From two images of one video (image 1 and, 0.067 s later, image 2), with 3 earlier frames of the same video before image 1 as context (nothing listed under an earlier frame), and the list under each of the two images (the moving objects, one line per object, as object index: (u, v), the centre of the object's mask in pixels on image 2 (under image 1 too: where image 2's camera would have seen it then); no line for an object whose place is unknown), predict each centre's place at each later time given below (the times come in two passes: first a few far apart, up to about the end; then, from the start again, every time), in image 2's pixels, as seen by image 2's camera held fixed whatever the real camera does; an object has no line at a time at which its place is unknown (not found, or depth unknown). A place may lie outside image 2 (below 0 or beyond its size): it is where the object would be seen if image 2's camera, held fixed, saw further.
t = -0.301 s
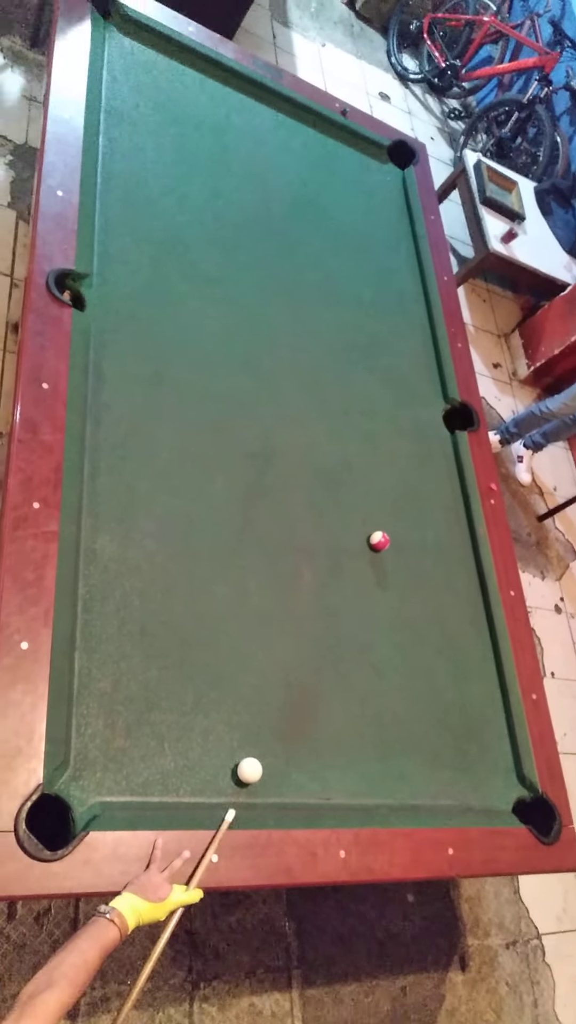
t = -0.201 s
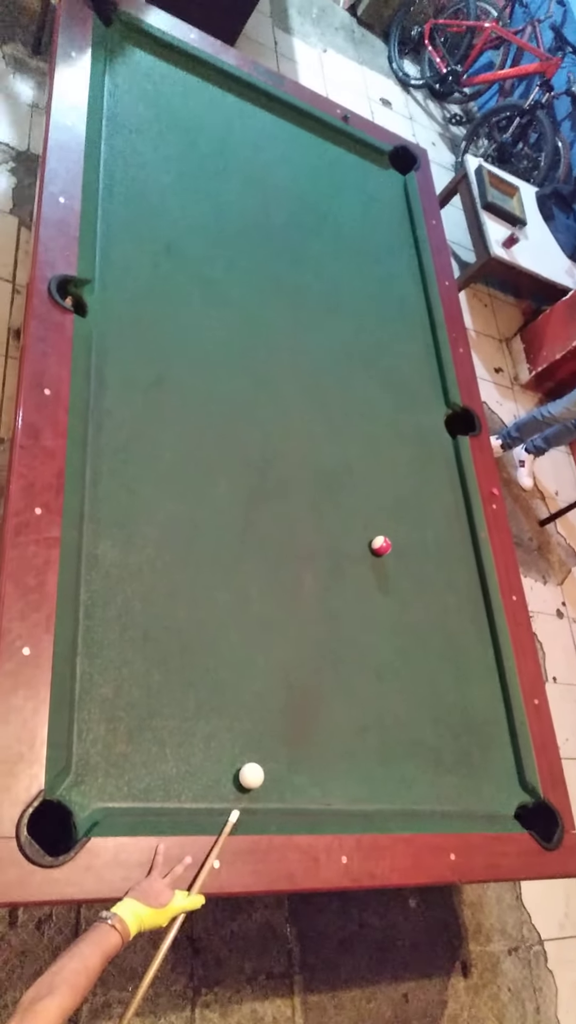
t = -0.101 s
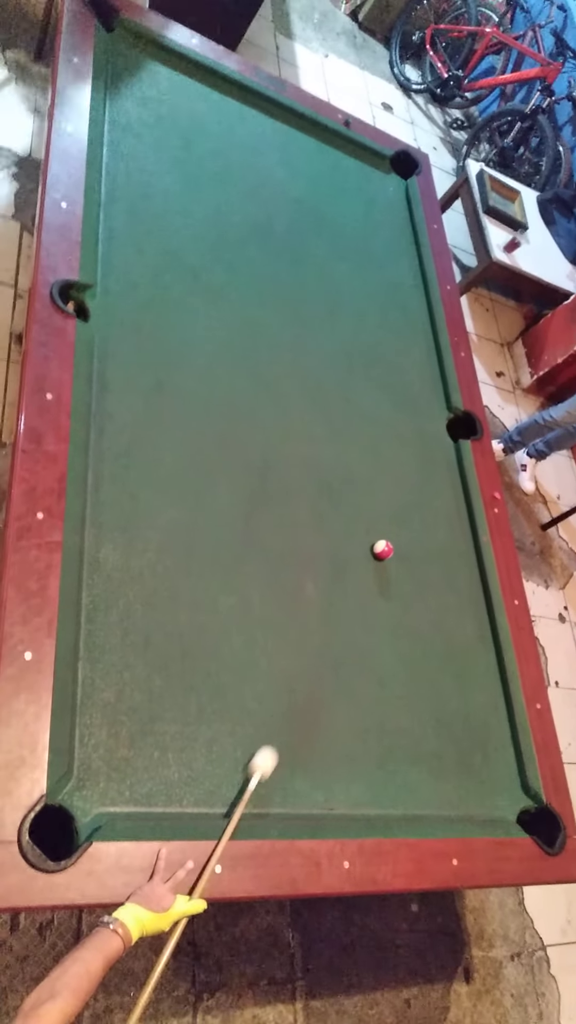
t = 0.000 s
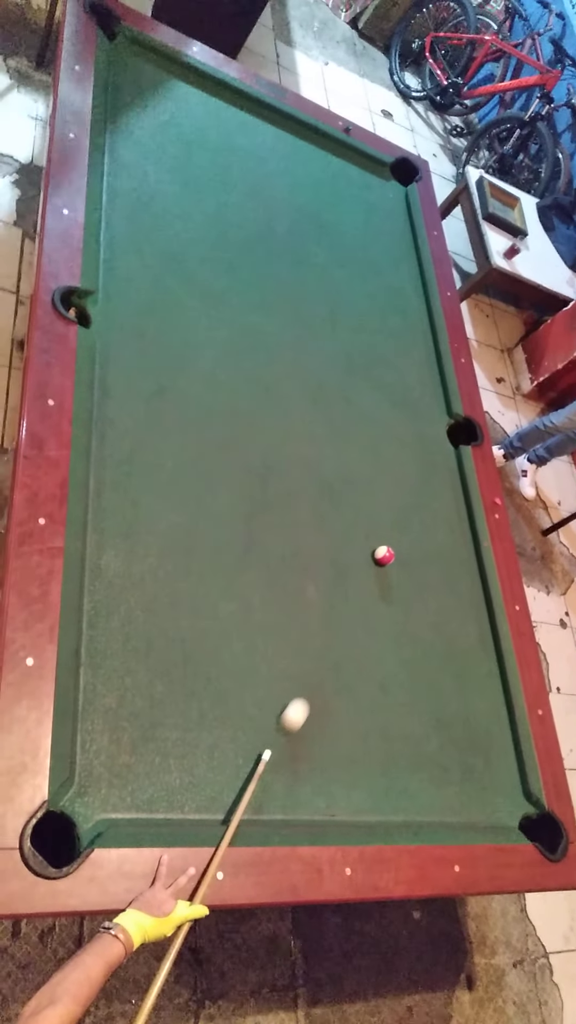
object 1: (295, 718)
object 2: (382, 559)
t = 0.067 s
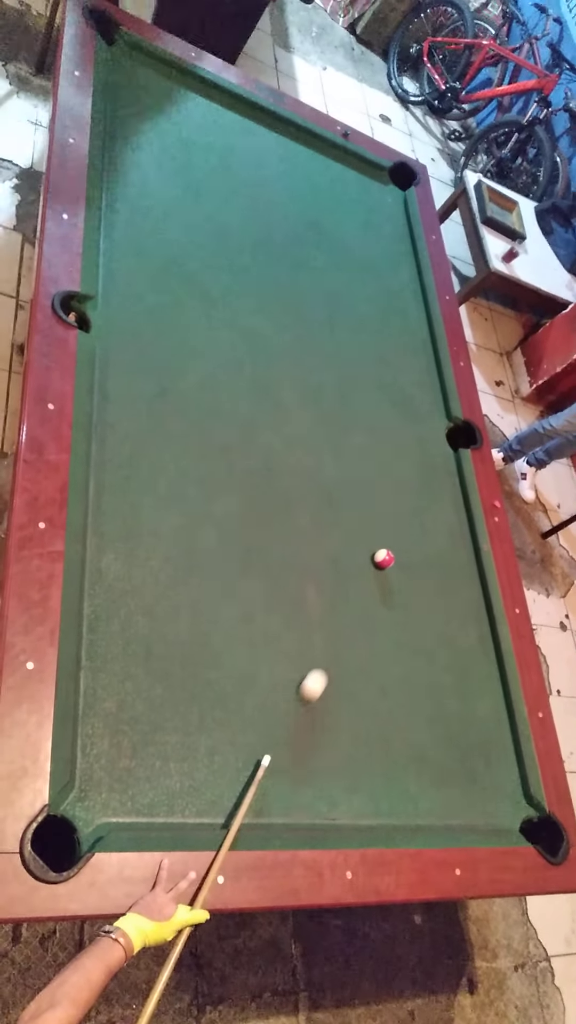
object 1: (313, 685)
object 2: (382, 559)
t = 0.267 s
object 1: (361, 600)
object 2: (383, 559)
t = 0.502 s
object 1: (379, 562)
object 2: (406, 522)
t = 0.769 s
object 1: (388, 540)
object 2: (434, 476)
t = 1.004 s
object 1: (395, 524)
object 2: (446, 441)
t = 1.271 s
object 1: (402, 507)
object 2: (428, 409)
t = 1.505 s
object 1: (408, 494)
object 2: (413, 382)
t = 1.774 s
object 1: (413, 481)
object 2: (397, 352)
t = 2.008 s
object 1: (416, 471)
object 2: (385, 329)
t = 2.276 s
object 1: (419, 459)
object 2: (371, 302)
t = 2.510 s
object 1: (422, 451)
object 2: (360, 282)
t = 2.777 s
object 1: (423, 442)
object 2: (346, 259)
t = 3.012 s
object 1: (424, 436)
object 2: (336, 241)
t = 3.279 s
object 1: (425, 430)
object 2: (325, 222)
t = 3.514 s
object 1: (426, 427)
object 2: (317, 208)
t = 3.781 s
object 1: (427, 423)
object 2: (308, 192)
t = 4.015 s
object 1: (427, 422)
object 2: (299, 178)
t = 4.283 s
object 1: (428, 421)
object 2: (292, 166)
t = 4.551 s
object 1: (427, 421)
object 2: (285, 154)
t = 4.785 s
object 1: (428, 420)
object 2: (280, 144)
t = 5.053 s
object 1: (427, 419)
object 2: (275, 135)
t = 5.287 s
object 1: (427, 420)
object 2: (272, 127)
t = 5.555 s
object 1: (428, 420)
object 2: (267, 120)
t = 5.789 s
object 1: (428, 420)
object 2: (265, 115)
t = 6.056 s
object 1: (428, 421)
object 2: (263, 116)
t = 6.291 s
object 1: (427, 420)
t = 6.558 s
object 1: (428, 420)
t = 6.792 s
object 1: (428, 420)
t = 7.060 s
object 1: (428, 421)
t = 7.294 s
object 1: (428, 421)
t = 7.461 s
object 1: (428, 421)
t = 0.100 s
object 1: (322, 669)
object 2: (382, 559)
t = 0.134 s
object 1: (330, 655)
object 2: (382, 559)
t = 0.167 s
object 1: (338, 640)
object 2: (383, 559)
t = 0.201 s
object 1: (346, 626)
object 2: (383, 559)
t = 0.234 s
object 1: (354, 613)
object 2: (383, 559)
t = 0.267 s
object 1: (361, 600)
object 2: (383, 559)
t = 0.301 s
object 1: (368, 588)
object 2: (383, 559)
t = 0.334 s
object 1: (374, 576)
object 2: (384, 558)
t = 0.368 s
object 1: (376, 571)
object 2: (388, 552)
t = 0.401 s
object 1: (376, 570)
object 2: (393, 543)
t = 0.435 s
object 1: (377, 567)
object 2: (398, 535)
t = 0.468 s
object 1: (378, 564)
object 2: (402, 528)
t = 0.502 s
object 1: (379, 562)
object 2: (406, 522)
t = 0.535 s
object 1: (380, 558)
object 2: (410, 516)
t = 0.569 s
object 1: (381, 555)
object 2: (413, 510)
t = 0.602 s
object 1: (382, 553)
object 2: (417, 504)
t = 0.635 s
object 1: (384, 550)
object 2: (421, 498)
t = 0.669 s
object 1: (385, 547)
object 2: (425, 492)
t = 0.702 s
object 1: (386, 545)
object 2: (428, 487)
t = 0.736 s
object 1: (387, 543)
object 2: (431, 482)
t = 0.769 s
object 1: (388, 540)
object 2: (434, 476)
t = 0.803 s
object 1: (389, 538)
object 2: (438, 471)
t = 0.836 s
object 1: (390, 535)
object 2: (441, 465)
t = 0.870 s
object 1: (391, 532)
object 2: (444, 460)
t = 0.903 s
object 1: (392, 530)
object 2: (447, 455)
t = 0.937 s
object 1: (393, 528)
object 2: (450, 451)
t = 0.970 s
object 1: (394, 526)
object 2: (449, 446)
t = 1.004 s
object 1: (395, 524)
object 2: (446, 441)
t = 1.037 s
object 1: (396, 522)
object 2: (444, 437)
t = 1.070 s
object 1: (397, 519)
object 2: (441, 434)
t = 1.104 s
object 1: (398, 517)
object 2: (439, 429)
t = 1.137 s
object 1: (399, 515)
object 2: (437, 425)
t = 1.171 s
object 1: (399, 513)
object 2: (435, 421)
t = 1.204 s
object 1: (400, 511)
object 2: (432, 416)
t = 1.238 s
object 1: (401, 509)
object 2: (430, 412)
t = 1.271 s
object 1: (402, 507)
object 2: (428, 409)
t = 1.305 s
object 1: (403, 505)
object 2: (425, 404)
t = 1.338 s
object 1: (404, 503)
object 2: (424, 400)
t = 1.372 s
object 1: (405, 501)
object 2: (422, 397)
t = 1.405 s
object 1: (405, 499)
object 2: (420, 393)
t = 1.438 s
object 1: (406, 498)
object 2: (417, 388)
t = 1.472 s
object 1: (407, 496)
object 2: (415, 385)
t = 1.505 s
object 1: (408, 494)
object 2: (413, 382)
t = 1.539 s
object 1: (408, 492)
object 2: (410, 377)
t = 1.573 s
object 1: (409, 491)
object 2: (409, 374)
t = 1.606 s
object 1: (409, 489)
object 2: (408, 371)
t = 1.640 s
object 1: (410, 487)
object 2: (406, 366)
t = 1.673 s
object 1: (411, 486)
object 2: (403, 362)
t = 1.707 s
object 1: (411, 485)
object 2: (401, 360)
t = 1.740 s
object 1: (412, 483)
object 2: (400, 356)
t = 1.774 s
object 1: (413, 481)
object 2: (397, 352)
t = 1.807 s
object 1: (413, 479)
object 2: (395, 349)
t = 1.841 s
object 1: (414, 478)
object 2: (394, 345)
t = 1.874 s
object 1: (414, 476)
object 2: (392, 342)
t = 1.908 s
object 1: (415, 475)
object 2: (390, 338)
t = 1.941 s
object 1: (415, 473)
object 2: (388, 334)
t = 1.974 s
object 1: (416, 471)
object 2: (387, 331)
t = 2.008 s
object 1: (416, 471)
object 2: (385, 329)
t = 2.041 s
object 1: (417, 469)
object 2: (383, 326)
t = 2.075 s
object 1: (417, 467)
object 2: (380, 321)
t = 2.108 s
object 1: (417, 466)
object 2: (379, 318)
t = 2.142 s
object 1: (418, 465)
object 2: (378, 316)
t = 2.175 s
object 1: (418, 463)
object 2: (376, 312)
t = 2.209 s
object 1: (418, 462)
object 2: (374, 308)
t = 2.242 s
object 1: (419, 461)
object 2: (372, 305)
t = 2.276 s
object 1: (419, 459)
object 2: (371, 302)
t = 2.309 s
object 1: (419, 458)
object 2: (369, 299)
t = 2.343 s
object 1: (420, 457)
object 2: (367, 297)
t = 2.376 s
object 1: (420, 456)
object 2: (365, 294)
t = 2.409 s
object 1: (421, 454)
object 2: (363, 290)
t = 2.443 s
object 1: (421, 453)
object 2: (362, 288)
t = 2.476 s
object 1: (421, 452)
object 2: (360, 285)
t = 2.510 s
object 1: (422, 451)
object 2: (360, 282)
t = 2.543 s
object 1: (422, 450)
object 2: (358, 279)
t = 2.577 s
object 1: (422, 449)
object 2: (356, 276)
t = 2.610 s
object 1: (422, 448)
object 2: (354, 273)
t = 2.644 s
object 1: (422, 446)
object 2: (353, 271)
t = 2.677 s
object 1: (422, 445)
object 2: (351, 268)
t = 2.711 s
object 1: (423, 445)
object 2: (349, 266)
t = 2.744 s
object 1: (423, 443)
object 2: (348, 262)
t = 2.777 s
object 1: (423, 442)
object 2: (346, 259)
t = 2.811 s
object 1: (423, 442)
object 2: (344, 256)
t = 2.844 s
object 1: (423, 441)
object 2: (343, 254)
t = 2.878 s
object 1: (424, 439)
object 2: (342, 252)
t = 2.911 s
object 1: (424, 438)
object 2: (341, 250)
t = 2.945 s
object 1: (424, 437)
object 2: (339, 247)
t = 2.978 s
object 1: (424, 437)
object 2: (338, 244)
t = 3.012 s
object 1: (424, 436)
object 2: (336, 241)
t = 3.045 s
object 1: (424, 435)
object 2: (334, 239)
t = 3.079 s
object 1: (424, 435)
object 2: (333, 237)
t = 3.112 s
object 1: (424, 434)
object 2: (332, 235)
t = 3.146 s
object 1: (424, 433)
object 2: (330, 233)
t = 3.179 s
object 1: (425, 432)
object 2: (329, 230)
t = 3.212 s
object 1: (425, 431)
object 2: (328, 227)
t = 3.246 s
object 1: (425, 431)
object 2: (326, 225)
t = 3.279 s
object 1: (425, 430)
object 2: (325, 222)
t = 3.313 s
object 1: (425, 430)
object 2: (323, 220)
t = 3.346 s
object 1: (425, 429)
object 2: (322, 218)
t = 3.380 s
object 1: (425, 428)
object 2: (322, 216)
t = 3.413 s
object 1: (425, 428)
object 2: (320, 214)
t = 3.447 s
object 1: (426, 427)
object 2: (319, 212)
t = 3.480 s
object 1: (426, 427)
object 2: (318, 211)
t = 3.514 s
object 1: (426, 427)
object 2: (317, 208)
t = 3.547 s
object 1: (426, 426)
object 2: (315, 206)
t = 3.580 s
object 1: (426, 425)
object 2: (314, 204)
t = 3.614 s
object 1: (426, 425)
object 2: (313, 202)
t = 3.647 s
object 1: (426, 424)
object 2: (312, 200)
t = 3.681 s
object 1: (426, 424)
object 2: (310, 198)
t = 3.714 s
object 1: (427, 424)
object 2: (310, 196)
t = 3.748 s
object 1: (427, 423)
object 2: (309, 195)
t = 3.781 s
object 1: (427, 423)
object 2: (308, 192)
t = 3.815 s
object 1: (427, 422)
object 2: (307, 190)
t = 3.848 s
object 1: (427, 423)
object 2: (306, 188)
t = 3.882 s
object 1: (427, 423)
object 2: (304, 186)
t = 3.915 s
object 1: (427, 422)
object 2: (303, 183)
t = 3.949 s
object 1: (427, 422)
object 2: (302, 182)
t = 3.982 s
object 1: (427, 422)
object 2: (301, 180)
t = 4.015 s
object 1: (427, 422)
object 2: (299, 178)
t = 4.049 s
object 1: (427, 422)
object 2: (299, 177)
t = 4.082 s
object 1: (427, 421)
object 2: (298, 176)
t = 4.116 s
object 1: (428, 421)
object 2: (297, 174)
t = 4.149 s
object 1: (428, 421)
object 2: (296, 172)
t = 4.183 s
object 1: (428, 421)
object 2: (295, 171)
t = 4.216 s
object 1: (428, 421)
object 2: (295, 169)
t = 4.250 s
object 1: (428, 421)
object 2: (294, 167)
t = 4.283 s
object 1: (428, 421)
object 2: (292, 166)
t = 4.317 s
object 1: (428, 421)
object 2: (291, 164)
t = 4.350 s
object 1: (428, 420)
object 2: (290, 163)
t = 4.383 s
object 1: (427, 420)
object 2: (290, 161)
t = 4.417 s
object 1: (428, 421)
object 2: (289, 160)
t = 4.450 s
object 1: (428, 421)
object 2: (288, 158)
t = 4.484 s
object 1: (428, 420)
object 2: (287, 157)
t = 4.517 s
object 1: (427, 420)
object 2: (286, 156)
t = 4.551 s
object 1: (427, 421)
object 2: (285, 154)
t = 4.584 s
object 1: (427, 420)
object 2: (285, 153)
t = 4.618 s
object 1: (427, 421)
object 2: (284, 152)
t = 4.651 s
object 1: (428, 420)
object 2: (283, 150)
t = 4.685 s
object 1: (427, 420)
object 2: (282, 148)
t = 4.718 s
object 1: (427, 420)
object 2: (281, 146)
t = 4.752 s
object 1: (428, 420)
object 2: (281, 145)
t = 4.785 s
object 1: (428, 420)
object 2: (280, 144)
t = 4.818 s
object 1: (427, 420)
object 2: (279, 143)
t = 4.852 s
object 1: (427, 420)
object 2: (278, 141)
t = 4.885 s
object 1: (427, 420)
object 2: (277, 141)
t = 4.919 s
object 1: (427, 420)
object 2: (277, 139)
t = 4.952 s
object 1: (427, 420)
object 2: (277, 138)
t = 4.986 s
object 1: (427, 420)
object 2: (276, 138)
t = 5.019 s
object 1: (427, 420)
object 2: (275, 136)
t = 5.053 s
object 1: (427, 419)
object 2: (275, 135)
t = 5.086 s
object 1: (427, 419)
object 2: (274, 134)
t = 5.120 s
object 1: (427, 420)
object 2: (273, 133)
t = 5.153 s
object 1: (427, 420)
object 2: (273, 131)
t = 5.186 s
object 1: (427, 419)
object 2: (273, 130)
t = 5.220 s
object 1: (427, 419)
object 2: (272, 129)
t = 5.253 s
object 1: (427, 420)
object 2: (272, 128)
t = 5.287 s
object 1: (427, 420)
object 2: (272, 127)
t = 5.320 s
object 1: (428, 419)
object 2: (271, 126)
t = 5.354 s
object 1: (427, 420)
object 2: (270, 125)
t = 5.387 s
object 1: (427, 420)
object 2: (270, 124)
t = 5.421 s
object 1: (427, 420)
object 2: (269, 123)
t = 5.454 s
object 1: (427, 420)
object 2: (269, 122)
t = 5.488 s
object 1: (427, 420)
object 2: (268, 122)
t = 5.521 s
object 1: (428, 420)
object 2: (268, 121)
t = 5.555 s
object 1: (428, 420)
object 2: (267, 120)
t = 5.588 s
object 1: (427, 419)
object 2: (267, 119)
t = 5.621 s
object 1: (428, 420)
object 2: (266, 119)
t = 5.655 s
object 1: (428, 419)
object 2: (266, 118)
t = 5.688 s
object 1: (428, 419)
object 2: (266, 117)
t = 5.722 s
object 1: (428, 420)
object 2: (266, 116)
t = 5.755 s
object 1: (428, 421)
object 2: (265, 116)
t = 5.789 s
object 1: (428, 420)
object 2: (265, 115)
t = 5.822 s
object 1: (428, 420)
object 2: (264, 115)
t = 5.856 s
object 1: (428, 420)
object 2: (264, 115)
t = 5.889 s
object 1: (428, 421)
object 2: (264, 115)
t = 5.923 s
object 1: (427, 420)
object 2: (263, 115)
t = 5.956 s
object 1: (428, 420)
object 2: (264, 115)
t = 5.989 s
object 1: (428, 421)
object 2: (263, 116)
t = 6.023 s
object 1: (428, 420)
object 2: (263, 116)
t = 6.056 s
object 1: (428, 421)
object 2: (263, 116)
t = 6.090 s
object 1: (428, 421)
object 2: (263, 116)
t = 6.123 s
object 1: (428, 421)
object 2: (263, 116)
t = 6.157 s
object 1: (427, 421)
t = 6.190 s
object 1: (428, 421)
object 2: (262, 116)
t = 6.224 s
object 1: (428, 420)
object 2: (262, 116)
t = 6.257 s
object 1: (427, 420)
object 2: (262, 116)
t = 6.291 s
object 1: (427, 420)
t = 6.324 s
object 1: (427, 420)
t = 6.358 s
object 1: (427, 420)
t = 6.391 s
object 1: (427, 420)
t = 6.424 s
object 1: (427, 420)
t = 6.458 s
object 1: (427, 420)
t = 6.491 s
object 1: (427, 420)
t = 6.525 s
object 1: (427, 420)
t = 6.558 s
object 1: (428, 420)
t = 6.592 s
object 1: (428, 420)
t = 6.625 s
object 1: (428, 420)
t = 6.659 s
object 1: (428, 420)
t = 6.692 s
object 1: (428, 420)
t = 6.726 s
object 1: (428, 421)
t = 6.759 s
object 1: (428, 421)
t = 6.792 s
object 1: (428, 420)
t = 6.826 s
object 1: (428, 420)
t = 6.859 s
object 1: (428, 421)
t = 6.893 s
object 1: (428, 420)
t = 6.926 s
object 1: (428, 420)
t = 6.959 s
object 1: (428, 421)
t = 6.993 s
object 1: (428, 421)
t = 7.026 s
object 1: (428, 421)
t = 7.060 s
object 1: (428, 421)
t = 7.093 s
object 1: (428, 421)
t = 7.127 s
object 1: (428, 421)
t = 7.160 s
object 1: (428, 421)
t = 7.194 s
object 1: (428, 421)
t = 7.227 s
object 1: (428, 421)
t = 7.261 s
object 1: (428, 421)
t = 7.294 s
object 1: (428, 421)
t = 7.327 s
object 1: (428, 421)
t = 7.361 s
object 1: (428, 421)
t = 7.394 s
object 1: (428, 421)
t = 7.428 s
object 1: (428, 421)
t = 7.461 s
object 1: (428, 421)
